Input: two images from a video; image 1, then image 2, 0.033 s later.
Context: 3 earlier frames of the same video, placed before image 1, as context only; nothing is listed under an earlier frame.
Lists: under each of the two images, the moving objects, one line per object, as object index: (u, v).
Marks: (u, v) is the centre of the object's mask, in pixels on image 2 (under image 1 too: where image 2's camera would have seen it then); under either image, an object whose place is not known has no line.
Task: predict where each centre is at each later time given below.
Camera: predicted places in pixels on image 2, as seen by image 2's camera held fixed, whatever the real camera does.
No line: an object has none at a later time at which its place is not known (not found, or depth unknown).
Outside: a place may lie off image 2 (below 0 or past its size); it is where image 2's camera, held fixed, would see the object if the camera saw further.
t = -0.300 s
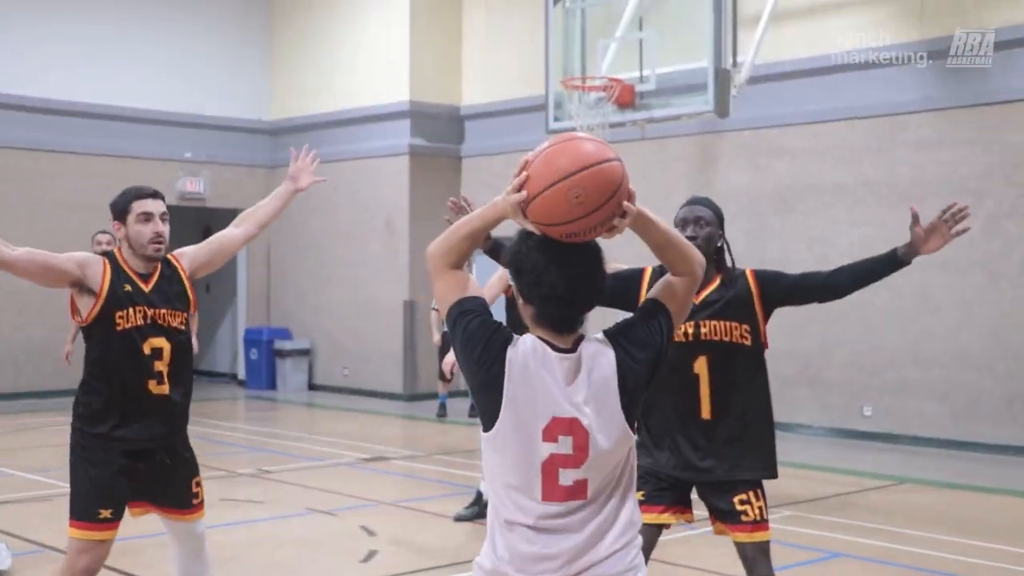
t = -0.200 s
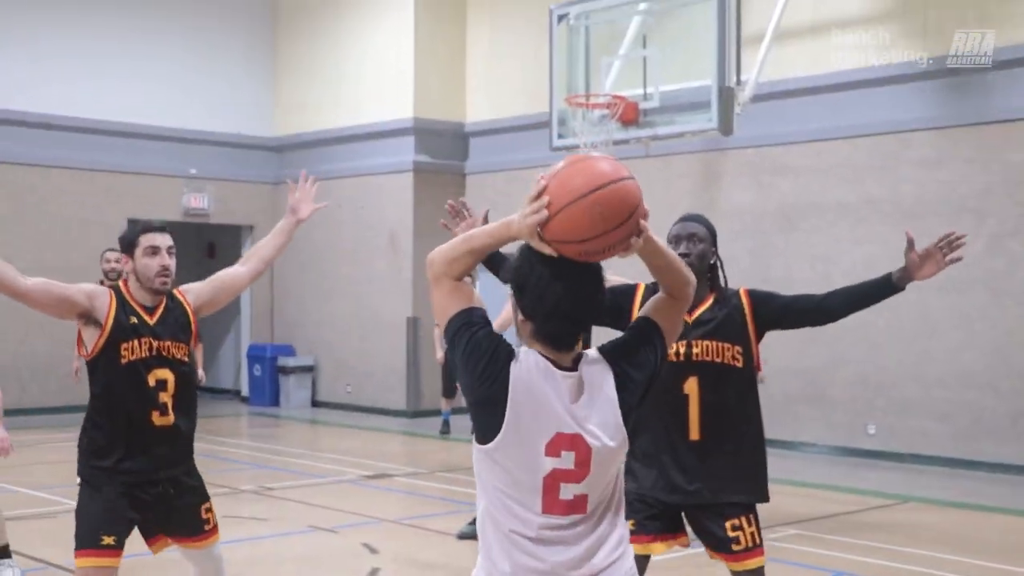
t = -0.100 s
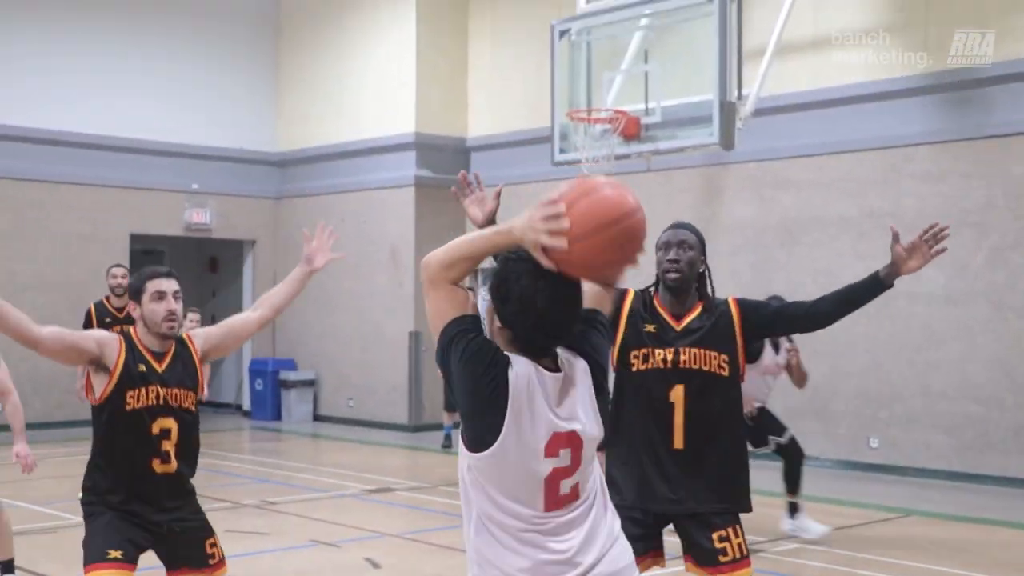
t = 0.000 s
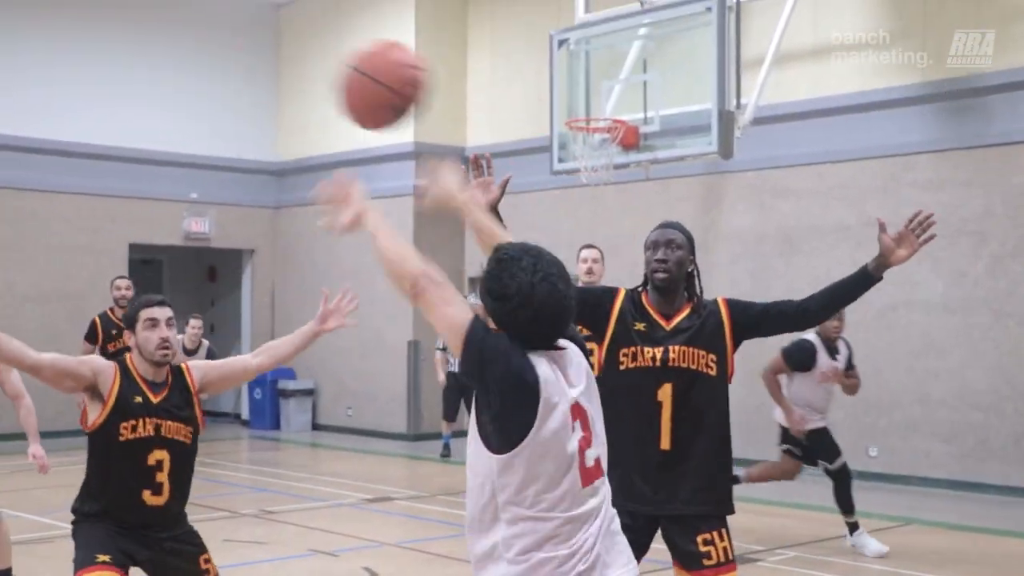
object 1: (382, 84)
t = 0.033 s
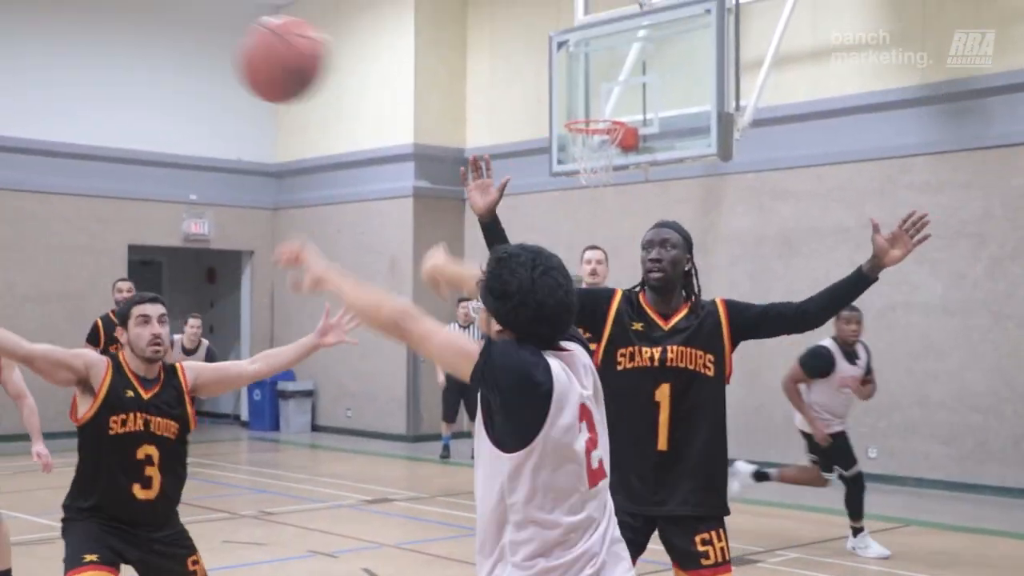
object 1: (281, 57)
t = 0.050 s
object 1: (237, 47)
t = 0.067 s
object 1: (193, 38)
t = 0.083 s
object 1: (152, 32)
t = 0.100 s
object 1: (112, 28)
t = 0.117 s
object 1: (73, 24)
